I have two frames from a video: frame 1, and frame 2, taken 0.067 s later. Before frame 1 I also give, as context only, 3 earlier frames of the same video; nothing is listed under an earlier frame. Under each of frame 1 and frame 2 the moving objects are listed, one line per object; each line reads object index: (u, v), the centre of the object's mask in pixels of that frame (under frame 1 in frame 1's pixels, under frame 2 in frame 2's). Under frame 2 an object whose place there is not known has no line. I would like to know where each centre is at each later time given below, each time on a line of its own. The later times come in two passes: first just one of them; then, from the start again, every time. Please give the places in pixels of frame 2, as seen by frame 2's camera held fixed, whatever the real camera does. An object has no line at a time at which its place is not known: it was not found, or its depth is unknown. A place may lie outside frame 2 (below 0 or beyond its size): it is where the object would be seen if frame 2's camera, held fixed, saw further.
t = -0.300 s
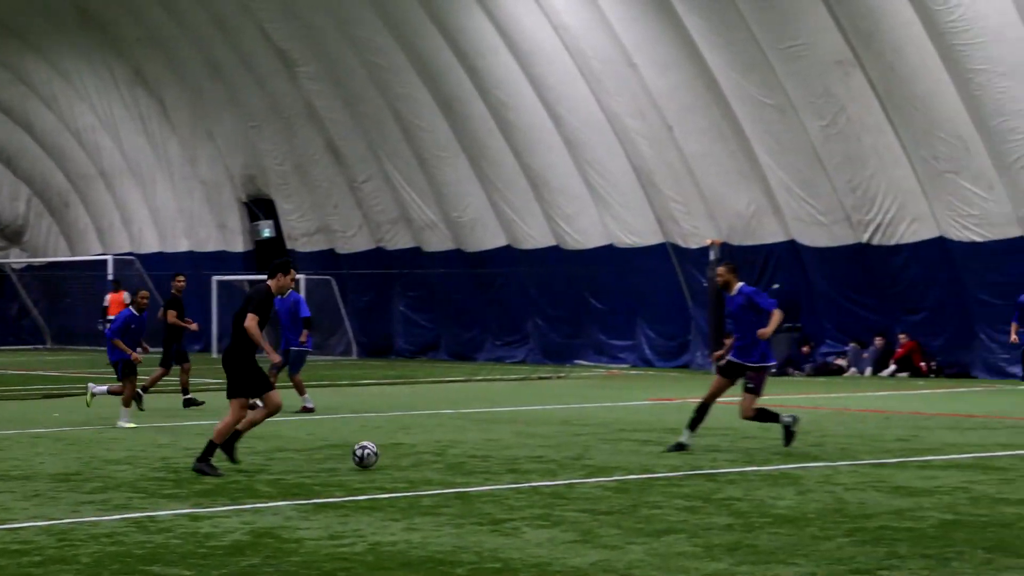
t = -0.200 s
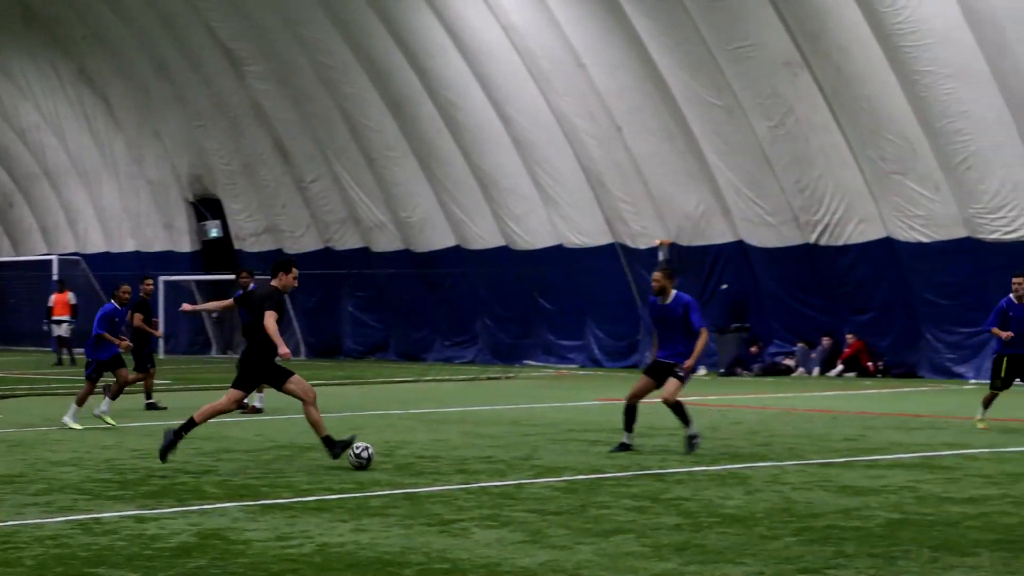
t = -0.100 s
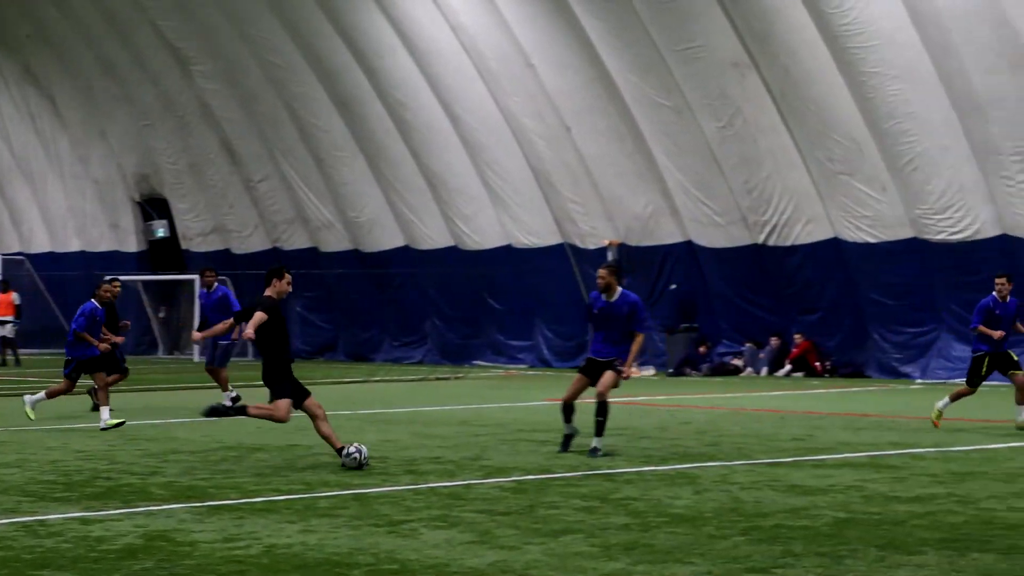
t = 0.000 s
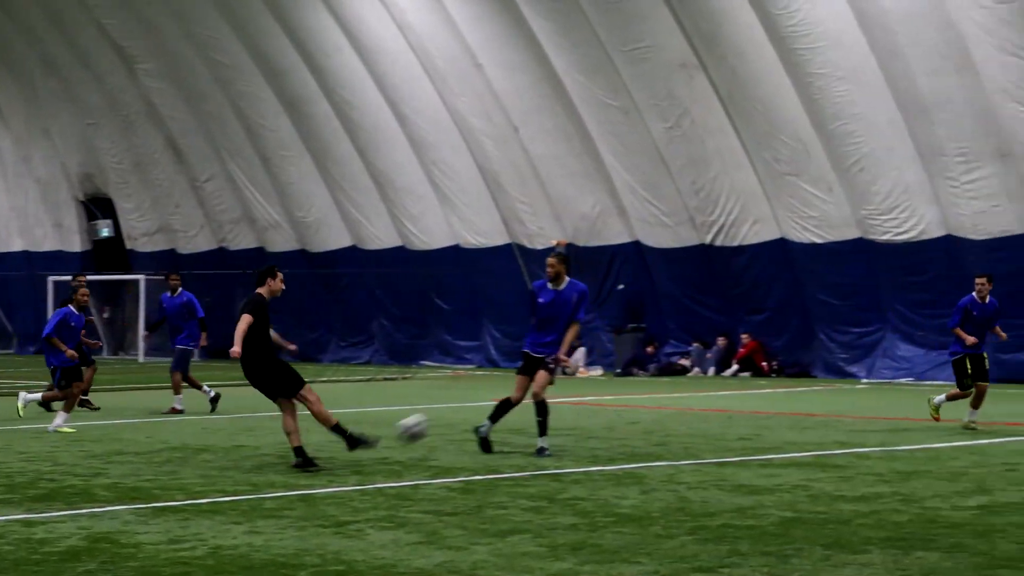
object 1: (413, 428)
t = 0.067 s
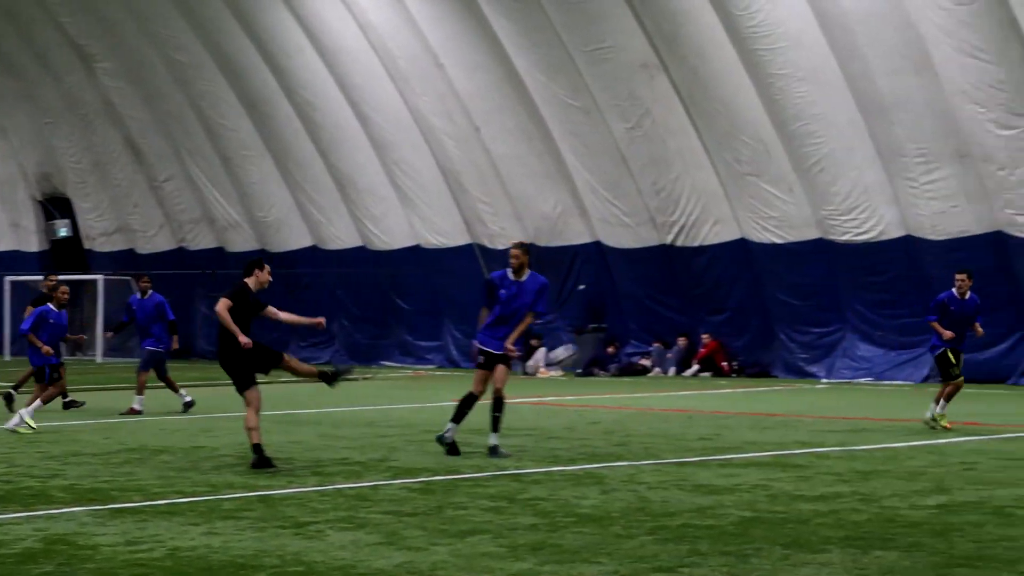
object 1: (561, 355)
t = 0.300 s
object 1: (1105, 174)
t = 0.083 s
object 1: (608, 342)
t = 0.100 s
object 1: (650, 327)
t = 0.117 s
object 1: (692, 312)
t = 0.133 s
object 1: (733, 297)
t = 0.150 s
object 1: (773, 283)
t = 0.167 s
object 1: (813, 269)
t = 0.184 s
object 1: (850, 255)
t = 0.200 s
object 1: (888, 243)
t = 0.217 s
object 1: (925, 230)
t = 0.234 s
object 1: (962, 218)
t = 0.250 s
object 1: (999, 208)
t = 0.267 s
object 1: (1034, 196)
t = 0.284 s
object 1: (1070, 185)
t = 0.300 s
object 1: (1105, 174)
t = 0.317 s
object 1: (1139, 163)
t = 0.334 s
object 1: (1174, 154)
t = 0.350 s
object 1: (1207, 145)
